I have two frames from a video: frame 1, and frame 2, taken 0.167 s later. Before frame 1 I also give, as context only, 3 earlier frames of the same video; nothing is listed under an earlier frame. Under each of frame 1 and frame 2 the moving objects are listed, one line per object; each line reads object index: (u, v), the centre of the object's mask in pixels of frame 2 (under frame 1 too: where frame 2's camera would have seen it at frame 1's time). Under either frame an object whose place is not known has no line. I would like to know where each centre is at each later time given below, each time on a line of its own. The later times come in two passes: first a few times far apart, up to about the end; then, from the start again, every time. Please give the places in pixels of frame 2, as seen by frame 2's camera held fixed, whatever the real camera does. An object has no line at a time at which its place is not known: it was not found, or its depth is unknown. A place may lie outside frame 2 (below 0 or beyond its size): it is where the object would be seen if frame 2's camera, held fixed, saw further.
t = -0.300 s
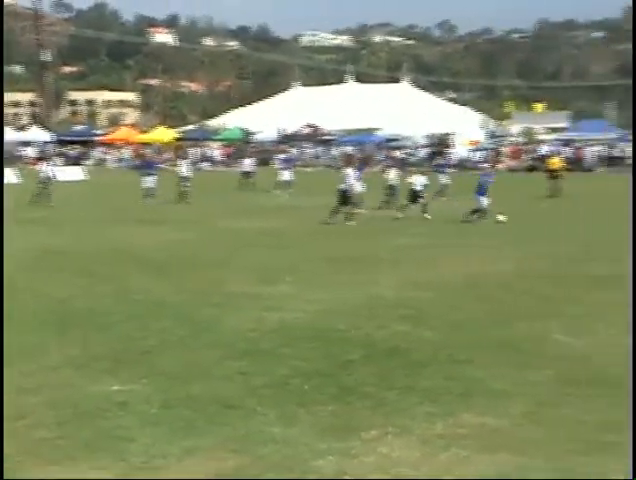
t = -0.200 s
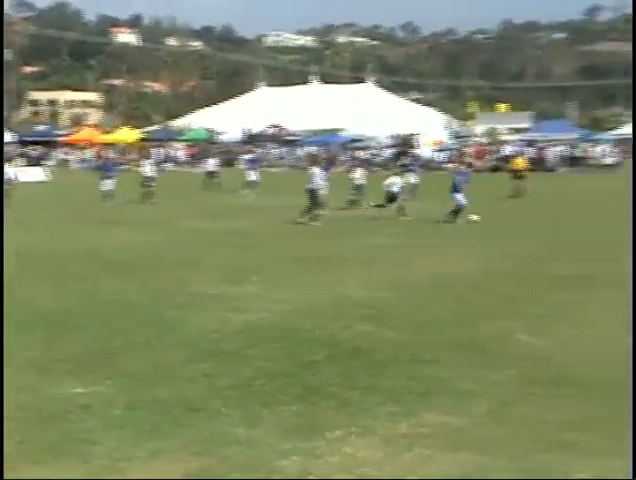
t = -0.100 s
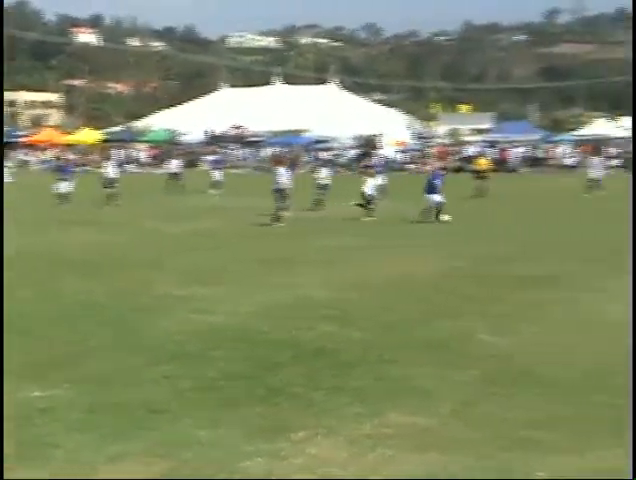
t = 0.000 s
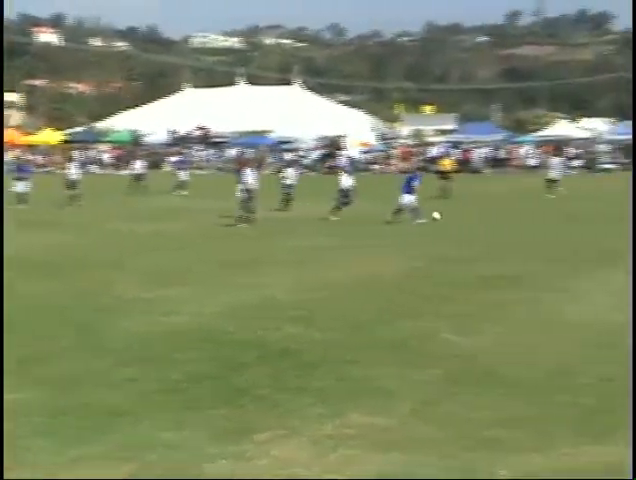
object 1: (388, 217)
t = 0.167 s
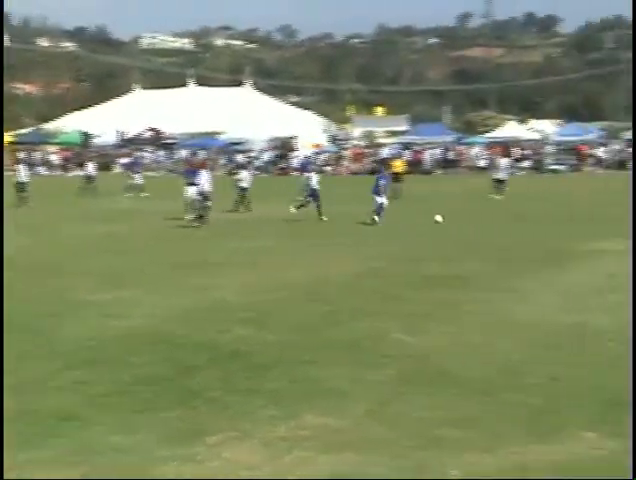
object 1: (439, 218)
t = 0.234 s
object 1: (460, 222)
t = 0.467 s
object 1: (525, 227)
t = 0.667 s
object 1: (576, 235)
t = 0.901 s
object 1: (625, 238)
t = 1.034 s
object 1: (653, 238)
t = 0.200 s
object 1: (449, 220)
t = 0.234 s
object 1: (460, 222)
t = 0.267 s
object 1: (470, 225)
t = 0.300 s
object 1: (481, 228)
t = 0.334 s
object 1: (491, 229)
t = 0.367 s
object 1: (499, 228)
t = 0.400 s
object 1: (507, 227)
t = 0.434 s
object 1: (516, 227)
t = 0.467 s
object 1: (525, 227)
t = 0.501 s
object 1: (534, 228)
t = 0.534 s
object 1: (543, 229)
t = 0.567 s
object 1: (552, 231)
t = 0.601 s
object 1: (560, 234)
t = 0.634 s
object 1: (569, 235)
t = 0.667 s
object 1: (576, 235)
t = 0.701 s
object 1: (583, 234)
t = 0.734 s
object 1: (590, 233)
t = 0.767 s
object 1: (597, 233)
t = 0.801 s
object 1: (604, 234)
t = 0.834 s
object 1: (611, 235)
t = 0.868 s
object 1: (618, 236)
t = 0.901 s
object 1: (625, 238)
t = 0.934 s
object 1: (632, 239)
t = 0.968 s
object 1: (639, 239)
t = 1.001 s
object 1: (646, 238)
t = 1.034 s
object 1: (653, 238)
